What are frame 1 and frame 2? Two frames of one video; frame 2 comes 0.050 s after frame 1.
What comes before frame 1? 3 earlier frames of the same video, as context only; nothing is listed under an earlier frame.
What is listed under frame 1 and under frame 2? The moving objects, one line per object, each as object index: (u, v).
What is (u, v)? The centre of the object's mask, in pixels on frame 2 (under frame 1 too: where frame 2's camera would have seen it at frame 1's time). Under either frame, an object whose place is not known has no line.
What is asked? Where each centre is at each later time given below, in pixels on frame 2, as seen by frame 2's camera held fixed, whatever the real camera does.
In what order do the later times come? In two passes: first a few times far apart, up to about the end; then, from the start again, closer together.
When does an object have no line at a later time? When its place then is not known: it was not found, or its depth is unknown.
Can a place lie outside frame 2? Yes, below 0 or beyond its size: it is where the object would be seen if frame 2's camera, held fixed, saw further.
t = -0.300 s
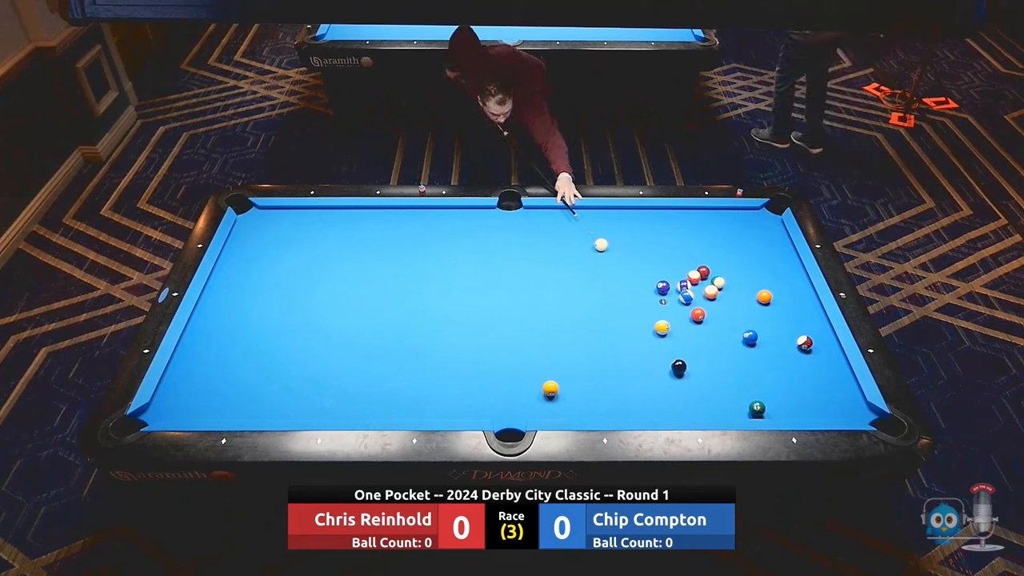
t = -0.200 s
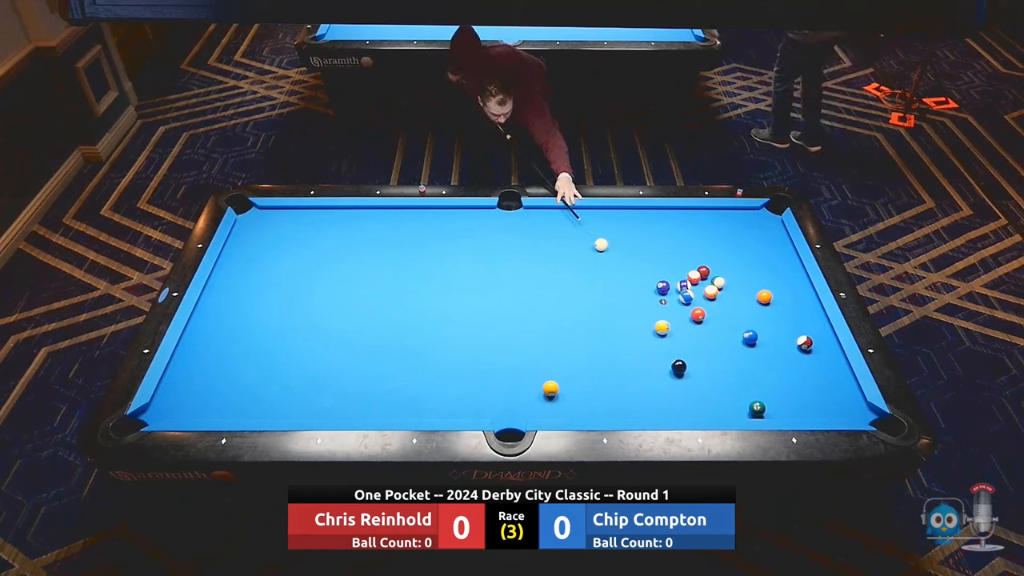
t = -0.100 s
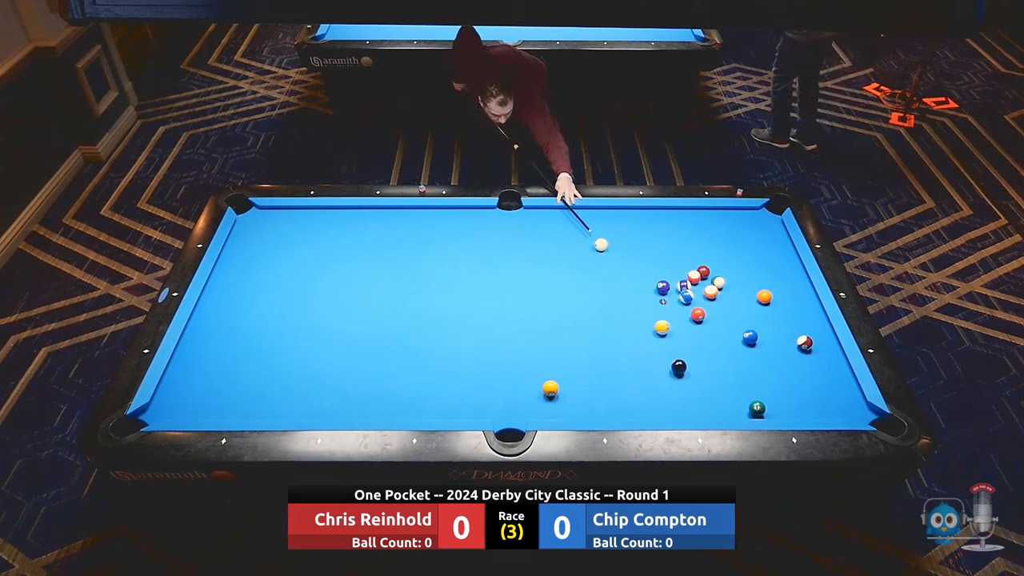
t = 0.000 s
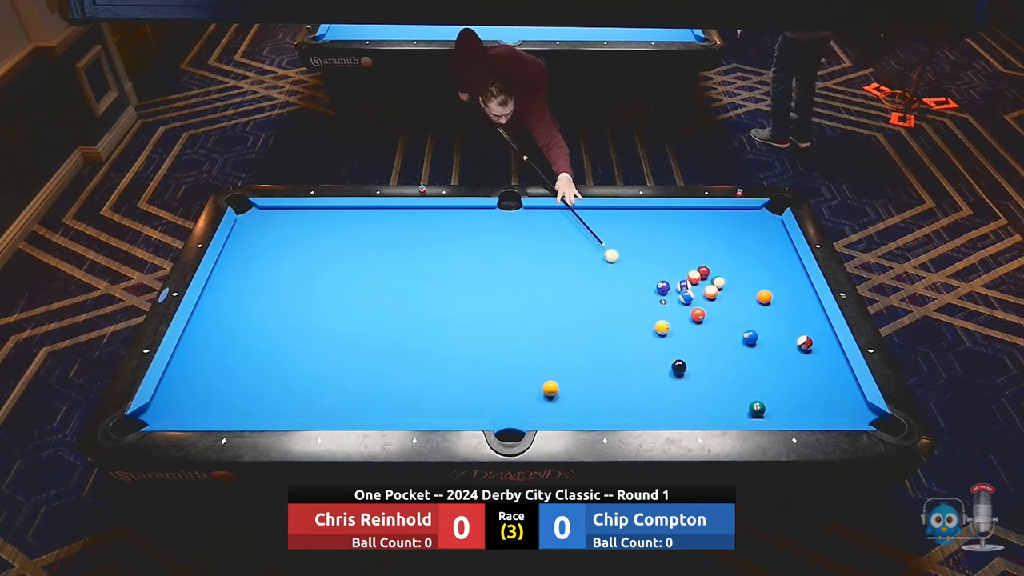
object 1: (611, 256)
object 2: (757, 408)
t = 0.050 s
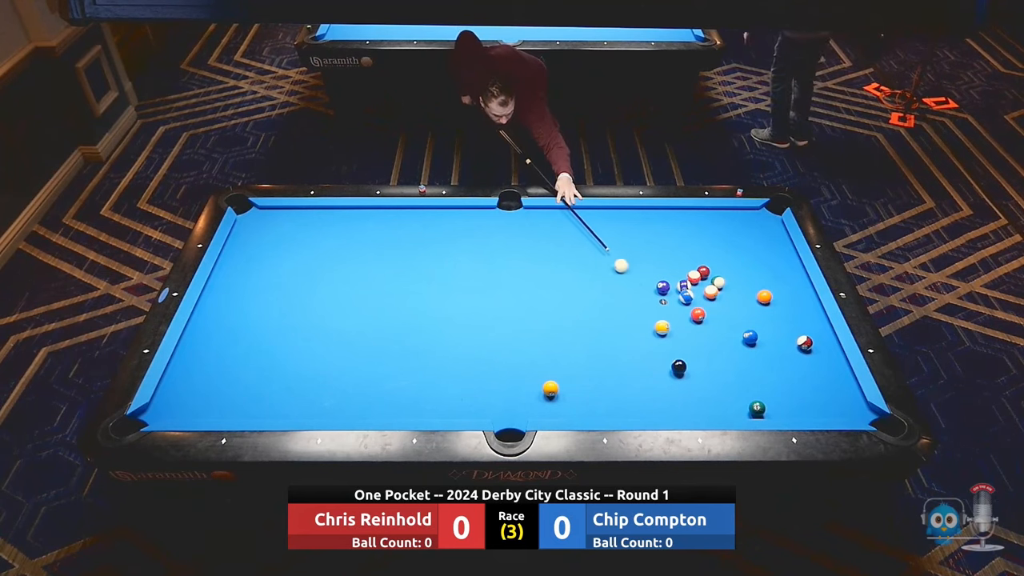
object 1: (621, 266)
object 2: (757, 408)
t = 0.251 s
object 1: (658, 306)
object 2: (757, 408)
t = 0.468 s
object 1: (703, 354)
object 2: (757, 409)
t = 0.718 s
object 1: (743, 400)
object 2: (766, 408)
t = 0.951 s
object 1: (748, 412)
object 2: (771, 379)
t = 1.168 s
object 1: (747, 403)
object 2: (776, 356)
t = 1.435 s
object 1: (745, 393)
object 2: (780, 330)
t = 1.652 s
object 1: (743, 385)
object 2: (783, 311)
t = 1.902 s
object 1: (742, 378)
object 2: (786, 291)
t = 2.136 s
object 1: (740, 372)
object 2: (789, 274)
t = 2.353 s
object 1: (740, 367)
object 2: (790, 260)
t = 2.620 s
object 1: (739, 363)
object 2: (784, 245)
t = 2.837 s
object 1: (738, 360)
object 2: (776, 235)
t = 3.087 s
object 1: (738, 357)
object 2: (767, 224)
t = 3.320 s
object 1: (738, 355)
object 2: (759, 215)
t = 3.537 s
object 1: (738, 354)
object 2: (755, 213)
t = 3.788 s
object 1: (738, 354)
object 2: (754, 219)
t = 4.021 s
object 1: (738, 354)
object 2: (753, 223)
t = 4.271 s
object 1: (738, 354)
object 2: (752, 228)
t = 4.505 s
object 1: (738, 354)
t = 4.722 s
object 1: (738, 354)
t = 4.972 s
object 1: (738, 354)
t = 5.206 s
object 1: (738, 354)
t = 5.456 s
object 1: (738, 354)
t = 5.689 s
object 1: (738, 354)
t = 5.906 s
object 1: (738, 354)
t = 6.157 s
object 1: (738, 354)
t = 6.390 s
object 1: (738, 354)
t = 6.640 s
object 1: (738, 354)
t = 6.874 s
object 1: (738, 354)
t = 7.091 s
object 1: (738, 354)
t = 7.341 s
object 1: (738, 354)
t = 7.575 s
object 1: (738, 354)
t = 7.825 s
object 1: (738, 354)
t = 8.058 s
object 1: (738, 354)
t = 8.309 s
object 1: (738, 354)
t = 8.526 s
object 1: (738, 354)
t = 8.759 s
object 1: (738, 354)
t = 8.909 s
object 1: (738, 354)
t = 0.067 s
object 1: (624, 269)
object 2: (757, 408)
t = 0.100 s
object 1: (630, 275)
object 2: (757, 408)
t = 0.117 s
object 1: (633, 279)
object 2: (757, 408)
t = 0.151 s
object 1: (639, 285)
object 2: (757, 409)
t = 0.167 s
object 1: (642, 288)
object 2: (757, 408)
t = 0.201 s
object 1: (648, 295)
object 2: (757, 408)
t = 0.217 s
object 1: (651, 299)
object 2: (757, 408)
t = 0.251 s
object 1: (658, 306)
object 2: (757, 408)
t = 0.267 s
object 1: (661, 309)
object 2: (757, 408)
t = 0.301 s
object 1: (668, 315)
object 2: (757, 408)
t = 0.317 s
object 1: (672, 319)
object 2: (757, 408)
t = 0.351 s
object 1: (678, 327)
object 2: (757, 409)
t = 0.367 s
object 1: (682, 331)
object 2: (757, 408)
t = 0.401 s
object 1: (689, 338)
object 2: (757, 408)
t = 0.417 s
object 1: (692, 342)
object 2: (757, 408)
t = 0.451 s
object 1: (699, 350)
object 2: (757, 408)
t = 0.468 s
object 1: (703, 354)
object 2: (757, 409)
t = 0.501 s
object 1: (711, 361)
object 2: (757, 408)
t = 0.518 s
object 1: (714, 366)
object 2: (757, 409)
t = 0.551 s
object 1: (722, 374)
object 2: (757, 408)
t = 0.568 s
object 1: (726, 378)
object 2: (757, 408)
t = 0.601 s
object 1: (734, 386)
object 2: (757, 409)
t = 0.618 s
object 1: (738, 390)
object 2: (757, 408)
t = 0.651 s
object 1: (744, 398)
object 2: (758, 409)
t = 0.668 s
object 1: (744, 398)
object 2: (763, 412)
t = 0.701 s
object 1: (744, 399)
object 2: (765, 410)
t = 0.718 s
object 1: (743, 400)
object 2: (766, 408)
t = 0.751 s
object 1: (744, 402)
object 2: (767, 403)
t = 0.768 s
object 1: (744, 403)
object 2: (767, 400)
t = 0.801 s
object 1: (745, 405)
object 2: (768, 397)
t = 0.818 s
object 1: (745, 406)
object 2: (769, 395)
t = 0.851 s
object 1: (746, 409)
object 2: (769, 391)
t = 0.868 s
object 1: (747, 410)
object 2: (770, 389)
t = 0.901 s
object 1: (748, 411)
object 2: (771, 385)
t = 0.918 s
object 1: (748, 412)
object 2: (771, 383)
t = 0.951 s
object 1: (748, 412)
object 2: (771, 379)
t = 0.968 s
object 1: (748, 411)
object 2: (772, 377)
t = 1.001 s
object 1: (748, 410)
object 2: (772, 373)
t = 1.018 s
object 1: (748, 410)
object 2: (773, 372)
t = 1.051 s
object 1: (748, 408)
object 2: (773, 368)
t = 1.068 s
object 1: (748, 407)
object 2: (774, 366)
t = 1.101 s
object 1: (748, 406)
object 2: (774, 363)
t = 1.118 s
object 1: (747, 405)
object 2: (774, 361)
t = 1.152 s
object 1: (747, 404)
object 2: (775, 358)
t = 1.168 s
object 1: (747, 403)
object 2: (776, 356)
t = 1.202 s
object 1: (747, 402)
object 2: (776, 353)
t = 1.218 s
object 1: (746, 401)
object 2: (776, 351)
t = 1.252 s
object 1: (746, 400)
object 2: (777, 347)
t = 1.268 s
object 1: (746, 399)
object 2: (777, 346)
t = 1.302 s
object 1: (746, 398)
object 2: (778, 343)
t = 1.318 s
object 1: (746, 397)
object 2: (778, 341)
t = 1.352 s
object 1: (745, 396)
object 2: (779, 337)
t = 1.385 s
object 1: (745, 395)
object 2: (779, 334)
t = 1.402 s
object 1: (745, 394)
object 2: (779, 333)
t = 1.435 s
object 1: (745, 393)
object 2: (780, 330)
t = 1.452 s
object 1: (745, 392)
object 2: (780, 328)
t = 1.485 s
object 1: (745, 391)
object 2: (780, 325)
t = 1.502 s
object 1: (744, 391)
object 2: (781, 323)
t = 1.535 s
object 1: (744, 389)
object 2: (781, 321)
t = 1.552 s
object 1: (744, 389)
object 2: (781, 319)
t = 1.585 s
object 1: (744, 388)
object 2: (782, 316)
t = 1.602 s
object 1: (744, 387)
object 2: (782, 315)
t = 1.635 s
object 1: (743, 386)
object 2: (783, 312)
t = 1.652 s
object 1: (743, 385)
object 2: (783, 311)
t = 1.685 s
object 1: (743, 384)
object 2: (783, 308)
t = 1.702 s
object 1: (743, 384)
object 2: (784, 307)
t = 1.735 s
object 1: (743, 383)
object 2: (784, 304)
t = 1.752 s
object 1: (743, 382)
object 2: (784, 303)
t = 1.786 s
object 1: (742, 381)
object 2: (785, 300)
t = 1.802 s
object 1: (742, 381)
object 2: (785, 299)
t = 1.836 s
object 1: (742, 380)
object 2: (785, 296)
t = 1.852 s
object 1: (742, 379)
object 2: (785, 295)
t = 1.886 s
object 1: (742, 378)
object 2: (786, 293)
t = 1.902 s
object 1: (742, 378)
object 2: (786, 291)
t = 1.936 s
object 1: (742, 377)
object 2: (786, 289)
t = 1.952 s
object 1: (741, 377)
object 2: (787, 287)
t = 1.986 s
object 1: (741, 376)
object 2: (787, 285)
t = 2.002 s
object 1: (741, 375)
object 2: (787, 284)
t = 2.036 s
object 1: (741, 374)
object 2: (787, 281)
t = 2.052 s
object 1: (741, 374)
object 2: (788, 280)
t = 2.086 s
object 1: (741, 373)
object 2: (788, 278)
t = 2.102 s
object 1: (741, 373)
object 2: (788, 277)
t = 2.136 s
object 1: (740, 372)
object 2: (789, 274)
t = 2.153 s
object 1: (740, 371)
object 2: (789, 273)
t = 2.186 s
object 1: (740, 371)
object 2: (789, 271)
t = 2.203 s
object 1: (740, 370)
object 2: (789, 270)
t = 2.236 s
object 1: (740, 370)
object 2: (789, 268)
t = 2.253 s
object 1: (740, 369)
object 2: (790, 266)
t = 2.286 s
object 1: (740, 369)
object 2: (790, 264)
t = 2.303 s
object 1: (740, 368)
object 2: (790, 263)
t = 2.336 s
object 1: (740, 368)
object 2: (790, 261)
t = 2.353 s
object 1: (740, 367)
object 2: (790, 260)
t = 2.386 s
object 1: (739, 367)
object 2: (791, 258)
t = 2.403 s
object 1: (739, 366)
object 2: (791, 257)
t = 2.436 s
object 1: (739, 366)
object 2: (791, 255)
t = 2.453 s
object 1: (739, 365)
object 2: (791, 254)
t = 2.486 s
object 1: (739, 365)
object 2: (790, 252)
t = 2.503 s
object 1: (739, 364)
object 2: (789, 251)
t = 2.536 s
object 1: (739, 364)
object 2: (788, 249)
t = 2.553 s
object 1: (739, 364)
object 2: (787, 249)
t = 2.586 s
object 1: (739, 363)
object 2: (786, 247)
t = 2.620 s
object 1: (739, 363)
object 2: (784, 245)
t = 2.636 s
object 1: (739, 363)
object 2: (784, 244)
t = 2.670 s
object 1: (739, 362)
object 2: (782, 243)
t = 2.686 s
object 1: (739, 362)
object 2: (782, 242)
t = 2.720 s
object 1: (739, 361)
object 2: (780, 240)
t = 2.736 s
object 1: (738, 361)
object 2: (780, 239)
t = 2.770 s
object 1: (738, 360)
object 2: (779, 238)
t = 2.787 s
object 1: (738, 360)
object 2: (778, 237)
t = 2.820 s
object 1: (738, 360)
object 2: (777, 236)
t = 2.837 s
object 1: (738, 360)
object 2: (776, 235)
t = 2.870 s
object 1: (738, 359)
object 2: (775, 233)
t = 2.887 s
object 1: (738, 359)
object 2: (774, 232)
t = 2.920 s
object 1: (738, 359)
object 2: (773, 231)
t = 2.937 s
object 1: (738, 358)
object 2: (772, 230)
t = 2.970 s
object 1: (738, 358)
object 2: (771, 229)
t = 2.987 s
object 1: (738, 358)
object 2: (770, 228)
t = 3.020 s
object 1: (738, 357)
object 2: (769, 227)
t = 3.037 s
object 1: (738, 357)
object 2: (769, 226)
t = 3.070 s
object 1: (738, 357)
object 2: (767, 224)
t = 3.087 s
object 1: (738, 357)
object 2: (767, 224)
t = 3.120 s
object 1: (738, 356)
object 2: (766, 222)
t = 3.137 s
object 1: (738, 356)
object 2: (765, 222)
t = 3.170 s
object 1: (738, 356)
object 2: (764, 220)
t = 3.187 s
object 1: (738, 356)
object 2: (763, 220)
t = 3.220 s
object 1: (738, 355)
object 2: (762, 218)
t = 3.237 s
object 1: (738, 356)
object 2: (762, 218)
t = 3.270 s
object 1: (738, 355)
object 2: (761, 217)
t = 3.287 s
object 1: (738, 355)
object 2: (760, 216)
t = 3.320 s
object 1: (738, 355)
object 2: (759, 215)
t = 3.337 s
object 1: (738, 355)
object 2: (759, 214)
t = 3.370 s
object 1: (738, 355)
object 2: (758, 212)
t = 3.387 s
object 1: (738, 354)
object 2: (757, 212)
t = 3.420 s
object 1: (738, 354)
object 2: (756, 211)
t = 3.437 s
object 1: (738, 354)
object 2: (756, 211)
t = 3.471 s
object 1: (738, 354)
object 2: (756, 212)
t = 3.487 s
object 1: (738, 354)
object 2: (756, 212)
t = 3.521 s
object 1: (738, 354)
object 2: (755, 213)
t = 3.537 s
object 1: (738, 354)
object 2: (755, 213)
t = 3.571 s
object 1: (738, 354)
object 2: (755, 214)
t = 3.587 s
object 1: (738, 354)
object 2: (755, 214)
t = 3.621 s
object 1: (738, 354)
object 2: (755, 215)
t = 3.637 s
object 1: (738, 354)
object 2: (755, 215)
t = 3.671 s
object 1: (738, 354)
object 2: (755, 216)
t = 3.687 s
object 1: (738, 354)
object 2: (755, 217)
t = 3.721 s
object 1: (738, 354)
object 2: (754, 217)
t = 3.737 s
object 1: (738, 354)
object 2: (754, 218)
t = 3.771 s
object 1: (738, 354)
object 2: (754, 218)
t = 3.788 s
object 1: (738, 354)
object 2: (754, 219)
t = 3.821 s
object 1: (738, 354)
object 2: (754, 219)
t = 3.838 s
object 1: (738, 354)
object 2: (754, 220)
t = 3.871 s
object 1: (738, 354)
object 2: (754, 220)
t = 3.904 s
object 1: (738, 354)
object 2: (754, 221)
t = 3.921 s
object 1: (738, 354)
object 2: (754, 221)
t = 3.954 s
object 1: (738, 354)
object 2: (753, 222)
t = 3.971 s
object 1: (738, 354)
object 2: (753, 222)
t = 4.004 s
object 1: (738, 354)
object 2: (753, 223)
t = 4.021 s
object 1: (738, 354)
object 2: (753, 223)
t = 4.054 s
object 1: (738, 354)
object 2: (753, 224)
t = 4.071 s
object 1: (738, 354)
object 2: (753, 224)
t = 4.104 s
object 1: (738, 354)
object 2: (753, 225)
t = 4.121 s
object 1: (738, 354)
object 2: (753, 225)
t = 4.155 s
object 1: (738, 354)
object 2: (752, 226)
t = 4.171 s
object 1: (738, 354)
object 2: (752, 226)
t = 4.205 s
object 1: (738, 354)
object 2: (752, 227)
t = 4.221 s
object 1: (738, 354)
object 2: (752, 227)
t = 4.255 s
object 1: (738, 354)
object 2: (752, 227)
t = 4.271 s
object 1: (738, 354)
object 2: (752, 228)
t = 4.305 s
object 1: (738, 354)
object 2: (752, 228)
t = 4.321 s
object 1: (738, 354)
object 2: (752, 228)
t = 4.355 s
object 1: (738, 354)
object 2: (752, 229)
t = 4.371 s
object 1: (738, 354)
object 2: (752, 229)
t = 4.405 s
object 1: (738, 354)
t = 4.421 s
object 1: (738, 354)
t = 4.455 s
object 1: (738, 354)
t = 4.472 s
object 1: (738, 354)
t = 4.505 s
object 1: (738, 354)
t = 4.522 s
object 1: (738, 354)
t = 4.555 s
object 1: (738, 354)
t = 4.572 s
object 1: (738, 354)
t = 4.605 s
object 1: (738, 354)
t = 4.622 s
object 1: (738, 354)
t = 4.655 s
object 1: (738, 354)
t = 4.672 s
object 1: (738, 354)
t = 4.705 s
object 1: (738, 354)
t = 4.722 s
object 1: (738, 354)
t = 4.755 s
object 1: (738, 354)
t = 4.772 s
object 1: (738, 354)
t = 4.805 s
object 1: (738, 354)
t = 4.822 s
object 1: (738, 354)
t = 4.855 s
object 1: (738, 354)
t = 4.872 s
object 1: (738, 354)
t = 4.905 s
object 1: (738, 354)
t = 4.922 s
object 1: (738, 354)
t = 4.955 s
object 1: (738, 354)
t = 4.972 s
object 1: (738, 354)
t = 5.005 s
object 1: (738, 354)
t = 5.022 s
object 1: (738, 354)
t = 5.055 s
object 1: (738, 354)
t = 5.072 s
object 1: (738, 354)
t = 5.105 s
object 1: (738, 354)
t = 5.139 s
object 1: (738, 354)
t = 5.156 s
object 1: (738, 354)
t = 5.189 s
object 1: (738, 354)
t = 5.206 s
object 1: (738, 354)
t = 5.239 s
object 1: (738, 354)
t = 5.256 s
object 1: (738, 354)
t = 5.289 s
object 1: (738, 354)
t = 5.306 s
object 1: (738, 354)
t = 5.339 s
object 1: (738, 354)
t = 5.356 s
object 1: (738, 354)
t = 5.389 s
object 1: (738, 354)
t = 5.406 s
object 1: (738, 354)
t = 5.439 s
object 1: (738, 354)
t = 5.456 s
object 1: (738, 354)
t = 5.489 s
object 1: (738, 354)
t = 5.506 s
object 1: (738, 354)
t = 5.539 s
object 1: (738, 354)
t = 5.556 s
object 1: (738, 354)
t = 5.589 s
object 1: (738, 354)
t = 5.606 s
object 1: (738, 354)
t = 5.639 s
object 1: (738, 354)
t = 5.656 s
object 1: (738, 354)
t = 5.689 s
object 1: (738, 354)
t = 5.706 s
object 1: (738, 354)
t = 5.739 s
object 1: (738, 354)
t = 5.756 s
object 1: (738, 354)
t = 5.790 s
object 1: (738, 354)
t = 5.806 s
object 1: (738, 354)
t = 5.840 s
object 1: (738, 354)
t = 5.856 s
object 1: (738, 354)
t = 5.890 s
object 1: (738, 354)
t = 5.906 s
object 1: (738, 354)
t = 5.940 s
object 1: (738, 354)
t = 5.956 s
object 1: (738, 354)
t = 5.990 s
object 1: (738, 354)
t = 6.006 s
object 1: (738, 354)
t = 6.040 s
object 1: (738, 354)
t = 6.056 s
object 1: (738, 354)
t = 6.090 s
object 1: (738, 354)
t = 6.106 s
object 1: (738, 354)
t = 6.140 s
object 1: (738, 354)
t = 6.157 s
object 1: (738, 354)
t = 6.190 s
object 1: (738, 354)
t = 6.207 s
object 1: (738, 354)
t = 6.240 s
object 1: (738, 354)
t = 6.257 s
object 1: (738, 354)
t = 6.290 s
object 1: (738, 354)
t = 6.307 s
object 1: (738, 354)
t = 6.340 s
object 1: (738, 354)
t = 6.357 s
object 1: (738, 354)
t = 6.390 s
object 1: (738, 354)
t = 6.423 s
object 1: (738, 354)
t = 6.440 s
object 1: (738, 354)
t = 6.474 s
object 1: (738, 354)
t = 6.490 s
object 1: (738, 354)
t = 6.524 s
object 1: (738, 354)
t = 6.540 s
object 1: (738, 354)
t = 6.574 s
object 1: (738, 354)
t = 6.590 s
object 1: (738, 354)
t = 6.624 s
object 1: (738, 354)
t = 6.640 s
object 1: (738, 354)
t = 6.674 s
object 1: (738, 354)
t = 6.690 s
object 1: (738, 354)
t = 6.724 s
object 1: (738, 354)
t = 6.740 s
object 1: (738, 354)
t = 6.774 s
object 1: (738, 354)
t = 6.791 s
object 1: (738, 354)
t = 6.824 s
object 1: (738, 354)
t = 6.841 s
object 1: (738, 354)
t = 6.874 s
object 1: (738, 354)
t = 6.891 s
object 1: (738, 354)
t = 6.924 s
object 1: (738, 354)
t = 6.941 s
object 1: (738, 354)
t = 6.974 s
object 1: (738, 354)
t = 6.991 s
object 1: (738, 354)
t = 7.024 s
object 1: (738, 354)
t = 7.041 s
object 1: (738, 354)
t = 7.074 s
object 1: (738, 354)
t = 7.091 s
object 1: (738, 354)
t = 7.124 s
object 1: (738, 354)
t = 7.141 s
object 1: (738, 354)
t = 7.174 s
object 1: (738, 354)
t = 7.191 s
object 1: (738, 354)
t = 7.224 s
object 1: (738, 354)
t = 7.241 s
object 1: (738, 354)
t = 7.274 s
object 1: (738, 354)
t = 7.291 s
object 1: (738, 354)
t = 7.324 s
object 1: (738, 354)
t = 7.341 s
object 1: (738, 354)
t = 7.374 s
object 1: (738, 354)
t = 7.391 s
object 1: (738, 354)
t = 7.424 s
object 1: (738, 354)
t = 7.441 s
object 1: (738, 354)
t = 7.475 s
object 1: (738, 354)
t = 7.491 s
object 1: (738, 354)
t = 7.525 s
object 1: (738, 354)
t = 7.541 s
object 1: (738, 354)
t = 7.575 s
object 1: (738, 354)
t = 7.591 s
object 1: (738, 354)
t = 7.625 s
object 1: (738, 354)
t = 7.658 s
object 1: (738, 354)
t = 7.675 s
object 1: (738, 354)
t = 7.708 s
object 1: (738, 354)
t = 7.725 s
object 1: (738, 354)
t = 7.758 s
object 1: (738, 354)
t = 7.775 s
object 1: (738, 354)
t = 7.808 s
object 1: (738, 354)
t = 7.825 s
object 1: (738, 354)
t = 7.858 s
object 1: (738, 354)
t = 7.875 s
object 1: (738, 354)
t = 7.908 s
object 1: (738, 354)
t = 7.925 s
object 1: (738, 354)
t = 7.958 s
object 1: (738, 354)
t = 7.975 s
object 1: (738, 354)
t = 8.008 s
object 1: (738, 354)
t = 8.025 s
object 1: (738, 354)
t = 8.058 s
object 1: (738, 354)
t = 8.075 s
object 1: (738, 354)
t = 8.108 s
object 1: (738, 354)
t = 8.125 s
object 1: (738, 354)
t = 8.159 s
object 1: (738, 354)
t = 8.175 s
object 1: (738, 354)
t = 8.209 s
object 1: (738, 354)
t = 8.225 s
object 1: (738, 354)
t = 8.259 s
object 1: (738, 354)
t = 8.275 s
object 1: (738, 354)
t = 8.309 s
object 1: (738, 354)
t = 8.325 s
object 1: (738, 354)
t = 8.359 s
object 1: (738, 354)
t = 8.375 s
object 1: (738, 354)
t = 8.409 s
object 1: (738, 354)
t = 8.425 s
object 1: (738, 354)
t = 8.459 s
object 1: (738, 354)
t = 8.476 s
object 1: (738, 354)
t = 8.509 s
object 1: (738, 354)
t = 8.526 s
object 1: (738, 354)
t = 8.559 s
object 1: (738, 354)
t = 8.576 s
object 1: (738, 354)
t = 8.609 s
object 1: (738, 354)
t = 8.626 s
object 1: (738, 354)
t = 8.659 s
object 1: (738, 354)
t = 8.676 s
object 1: (738, 354)
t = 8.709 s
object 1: (738, 354)
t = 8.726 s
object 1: (738, 354)
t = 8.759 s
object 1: (738, 354)
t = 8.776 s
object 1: (738, 354)
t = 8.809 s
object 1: (738, 354)
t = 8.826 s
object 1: (738, 354)
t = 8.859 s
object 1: (738, 354)
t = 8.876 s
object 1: (738, 354)
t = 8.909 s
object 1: (738, 354)
